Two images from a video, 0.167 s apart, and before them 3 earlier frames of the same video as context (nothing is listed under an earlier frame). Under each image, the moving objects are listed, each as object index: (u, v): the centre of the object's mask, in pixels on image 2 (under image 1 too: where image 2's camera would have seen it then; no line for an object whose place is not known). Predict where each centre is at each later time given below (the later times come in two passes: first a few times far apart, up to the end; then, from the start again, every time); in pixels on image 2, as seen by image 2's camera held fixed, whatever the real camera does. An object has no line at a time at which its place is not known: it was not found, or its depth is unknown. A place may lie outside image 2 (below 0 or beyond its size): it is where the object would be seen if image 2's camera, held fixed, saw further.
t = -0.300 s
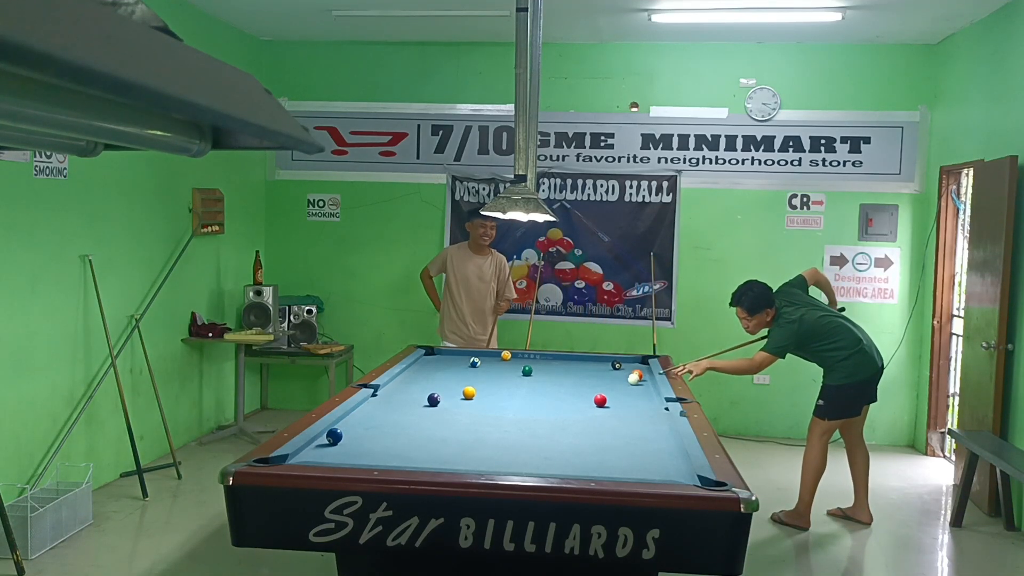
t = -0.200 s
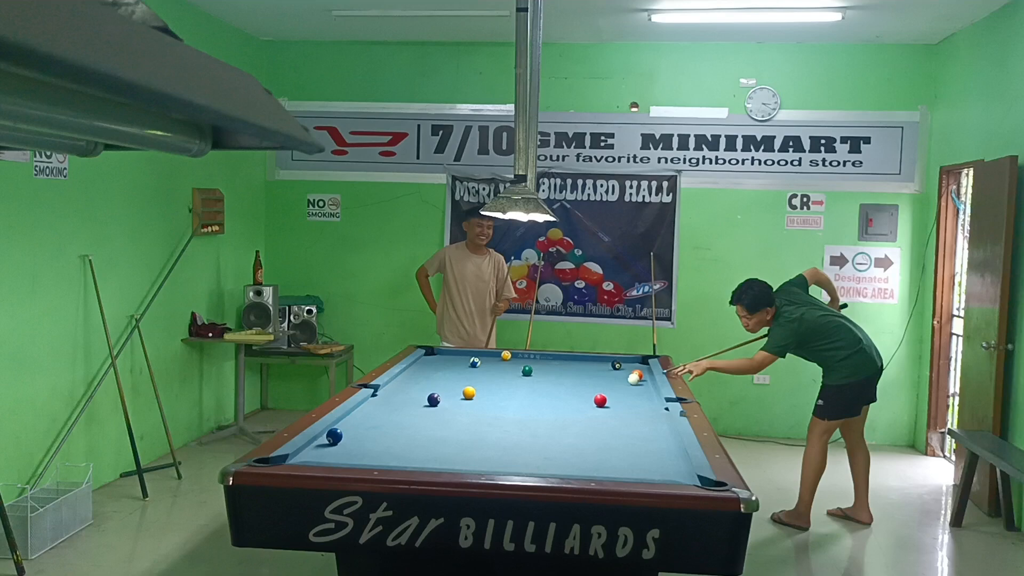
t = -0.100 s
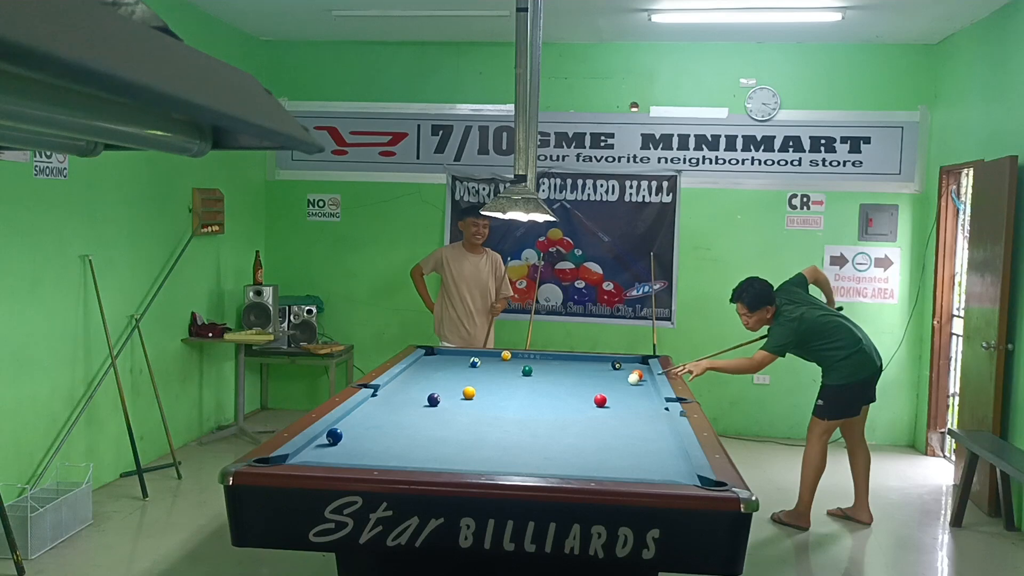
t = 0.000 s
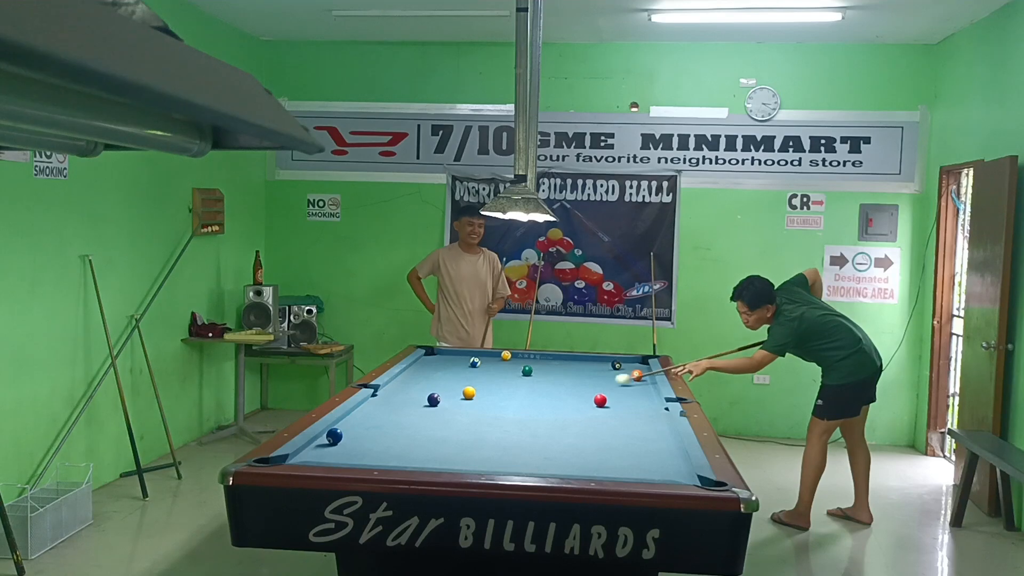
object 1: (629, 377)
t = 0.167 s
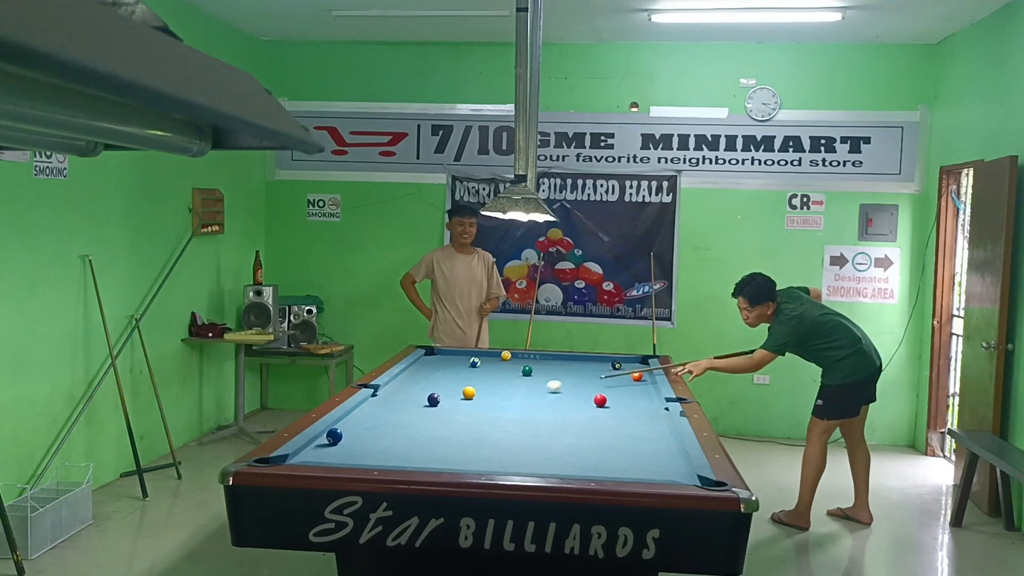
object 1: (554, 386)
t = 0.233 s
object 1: (529, 388)
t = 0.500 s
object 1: (462, 401)
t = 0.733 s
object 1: (420, 416)
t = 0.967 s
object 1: (370, 433)
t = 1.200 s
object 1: (312, 452)
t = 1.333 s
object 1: (275, 462)
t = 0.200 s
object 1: (542, 386)
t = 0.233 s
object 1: (529, 388)
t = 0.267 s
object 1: (516, 390)
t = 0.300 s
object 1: (503, 391)
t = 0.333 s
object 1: (490, 392)
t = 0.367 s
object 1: (480, 394)
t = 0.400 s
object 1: (477, 396)
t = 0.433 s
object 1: (473, 398)
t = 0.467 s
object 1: (468, 400)
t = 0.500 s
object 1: (462, 401)
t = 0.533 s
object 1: (457, 403)
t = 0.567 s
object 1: (451, 406)
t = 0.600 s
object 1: (445, 407)
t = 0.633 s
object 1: (439, 409)
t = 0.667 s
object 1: (433, 412)
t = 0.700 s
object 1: (426, 414)
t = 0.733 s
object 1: (420, 416)
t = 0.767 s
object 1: (413, 418)
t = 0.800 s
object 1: (406, 421)
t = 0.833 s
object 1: (399, 423)
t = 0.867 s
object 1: (392, 425)
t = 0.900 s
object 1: (385, 428)
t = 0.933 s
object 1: (378, 431)
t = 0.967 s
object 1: (370, 433)
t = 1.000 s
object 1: (362, 436)
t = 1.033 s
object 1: (354, 438)
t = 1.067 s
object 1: (346, 441)
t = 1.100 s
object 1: (338, 443)
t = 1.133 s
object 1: (329, 446)
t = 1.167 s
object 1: (321, 449)
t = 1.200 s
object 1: (312, 452)
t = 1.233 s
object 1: (303, 454)
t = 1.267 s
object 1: (293, 456)
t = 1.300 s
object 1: (283, 459)
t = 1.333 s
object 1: (275, 462)
